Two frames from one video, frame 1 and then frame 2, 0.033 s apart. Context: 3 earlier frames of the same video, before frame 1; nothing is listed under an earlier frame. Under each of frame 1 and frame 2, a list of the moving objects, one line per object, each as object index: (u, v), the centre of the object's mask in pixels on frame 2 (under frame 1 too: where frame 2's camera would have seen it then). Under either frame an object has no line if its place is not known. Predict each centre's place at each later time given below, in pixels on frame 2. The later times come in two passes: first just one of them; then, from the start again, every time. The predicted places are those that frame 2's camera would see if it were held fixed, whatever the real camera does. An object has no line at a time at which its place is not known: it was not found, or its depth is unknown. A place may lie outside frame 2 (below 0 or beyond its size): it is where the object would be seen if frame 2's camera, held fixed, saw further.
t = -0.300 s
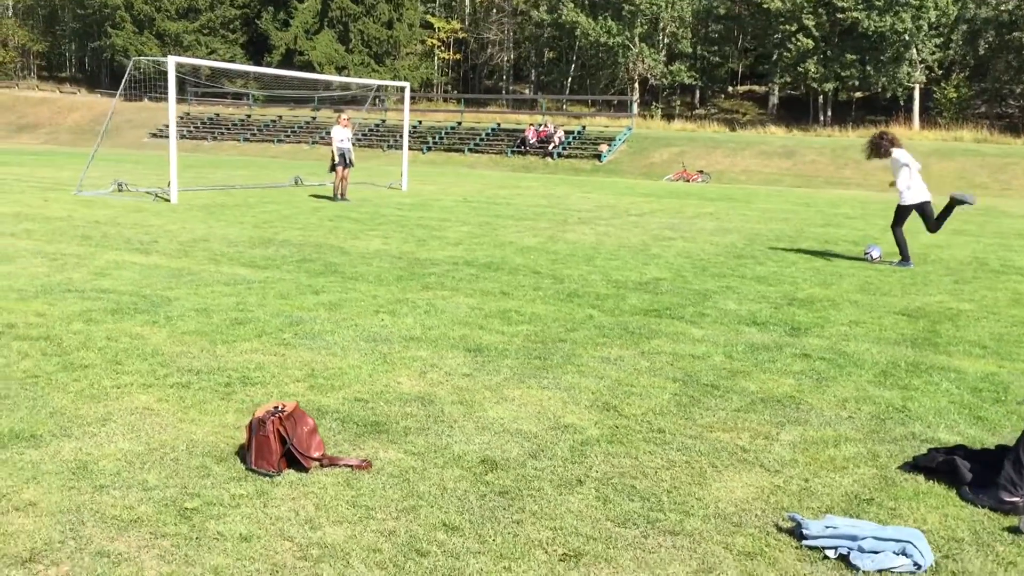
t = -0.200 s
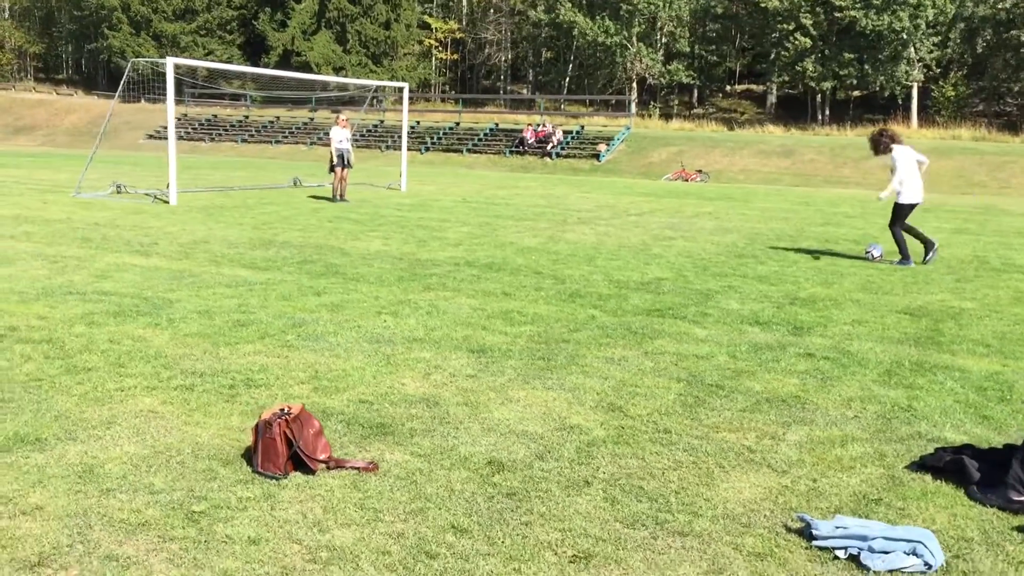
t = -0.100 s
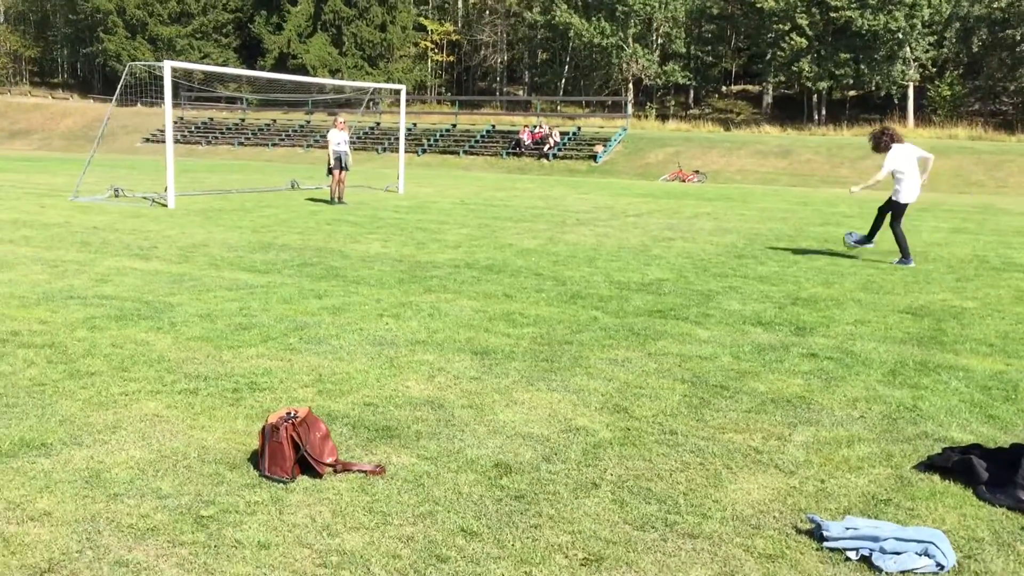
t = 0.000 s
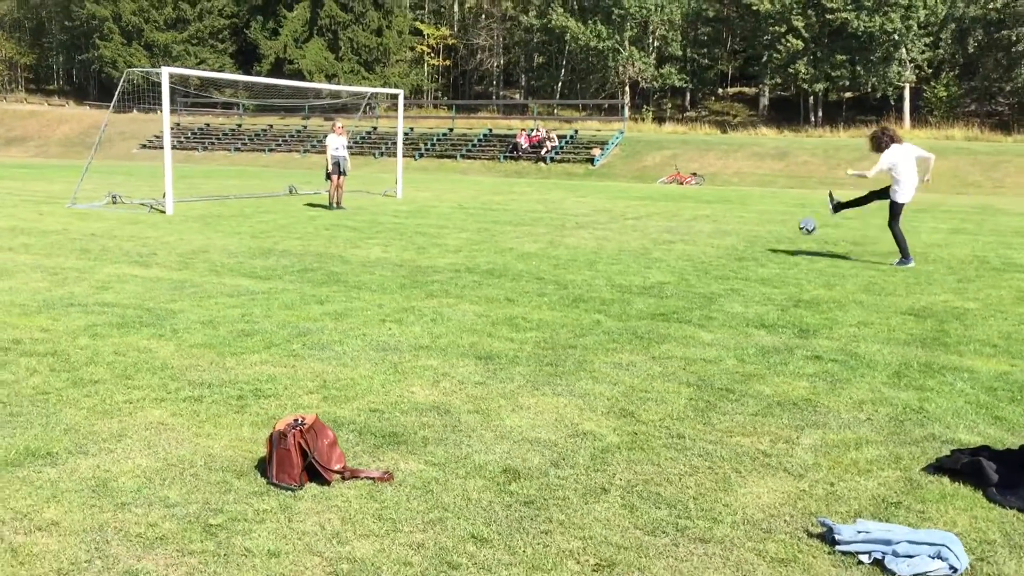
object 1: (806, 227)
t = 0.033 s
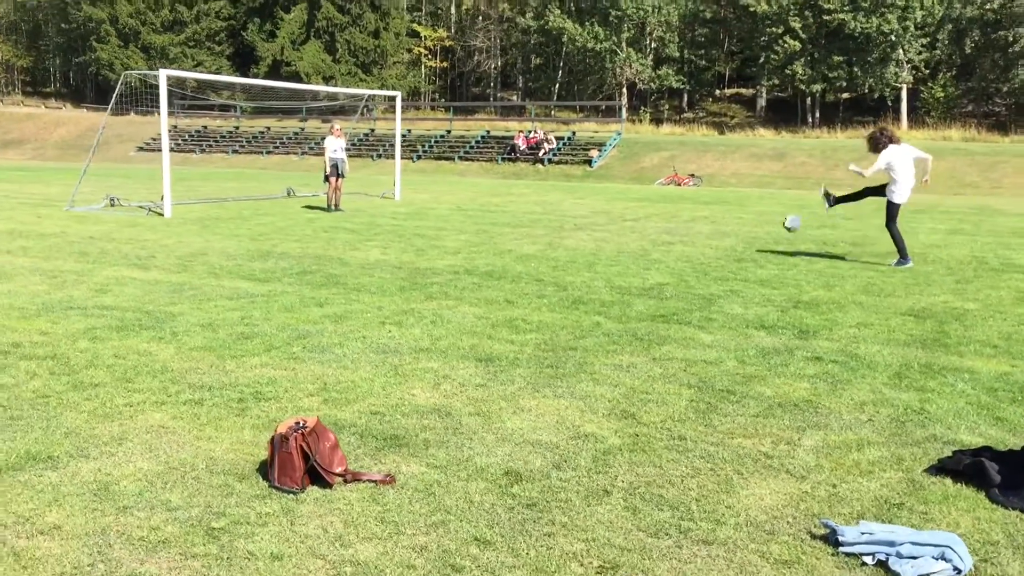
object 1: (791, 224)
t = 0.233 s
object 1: (712, 219)
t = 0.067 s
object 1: (778, 221)
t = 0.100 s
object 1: (765, 219)
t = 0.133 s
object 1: (752, 218)
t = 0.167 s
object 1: (738, 217)
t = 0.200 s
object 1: (724, 218)
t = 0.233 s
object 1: (712, 219)
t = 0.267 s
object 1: (699, 221)
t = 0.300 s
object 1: (686, 224)
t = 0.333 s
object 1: (672, 226)
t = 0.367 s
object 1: (660, 230)
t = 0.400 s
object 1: (648, 234)
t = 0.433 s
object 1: (638, 236)
